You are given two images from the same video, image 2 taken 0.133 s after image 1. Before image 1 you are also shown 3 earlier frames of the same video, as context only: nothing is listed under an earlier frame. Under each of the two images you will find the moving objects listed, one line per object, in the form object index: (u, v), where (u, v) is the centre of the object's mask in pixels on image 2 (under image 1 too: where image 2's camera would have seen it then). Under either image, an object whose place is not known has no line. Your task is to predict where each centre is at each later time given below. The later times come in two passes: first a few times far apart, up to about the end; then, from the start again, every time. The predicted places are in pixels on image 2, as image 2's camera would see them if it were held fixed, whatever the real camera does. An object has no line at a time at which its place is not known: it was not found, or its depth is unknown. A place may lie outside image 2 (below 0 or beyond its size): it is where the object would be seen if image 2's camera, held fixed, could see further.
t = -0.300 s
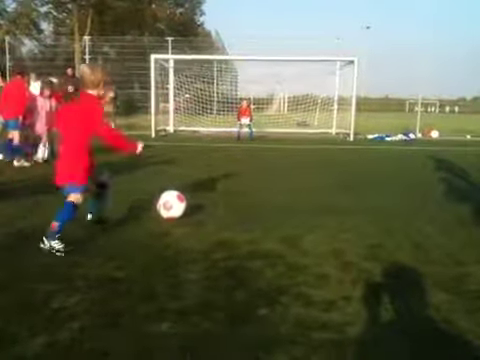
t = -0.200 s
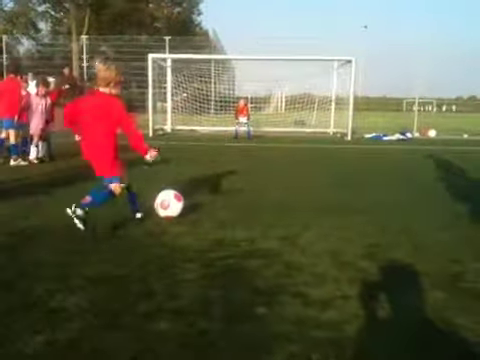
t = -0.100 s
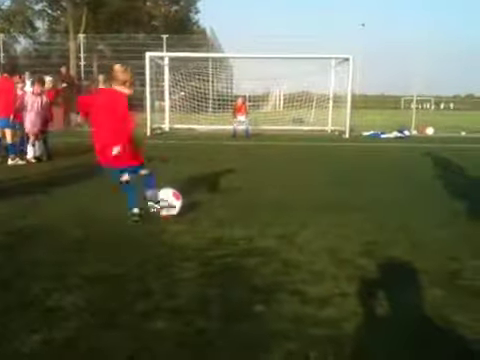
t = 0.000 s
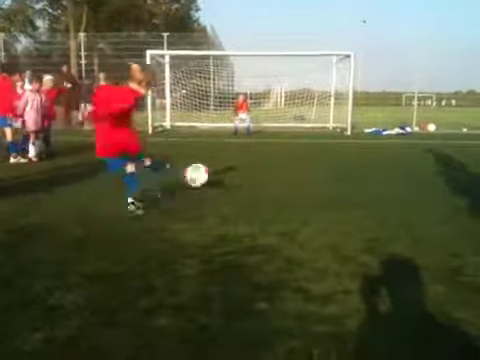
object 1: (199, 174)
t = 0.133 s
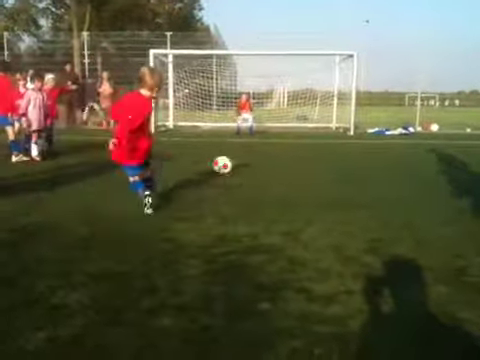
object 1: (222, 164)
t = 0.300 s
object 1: (236, 153)
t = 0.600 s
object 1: (248, 141)
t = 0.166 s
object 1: (225, 161)
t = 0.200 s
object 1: (229, 157)
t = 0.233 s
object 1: (232, 156)
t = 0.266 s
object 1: (234, 154)
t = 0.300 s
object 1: (236, 153)
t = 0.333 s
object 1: (239, 150)
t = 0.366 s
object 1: (240, 148)
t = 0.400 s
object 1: (242, 148)
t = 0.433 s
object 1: (242, 146)
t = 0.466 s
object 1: (243, 145)
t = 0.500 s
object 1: (245, 143)
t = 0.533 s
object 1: (246, 142)
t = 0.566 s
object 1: (247, 141)
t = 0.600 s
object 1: (248, 141)
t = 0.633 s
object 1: (248, 139)
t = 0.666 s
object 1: (249, 138)
